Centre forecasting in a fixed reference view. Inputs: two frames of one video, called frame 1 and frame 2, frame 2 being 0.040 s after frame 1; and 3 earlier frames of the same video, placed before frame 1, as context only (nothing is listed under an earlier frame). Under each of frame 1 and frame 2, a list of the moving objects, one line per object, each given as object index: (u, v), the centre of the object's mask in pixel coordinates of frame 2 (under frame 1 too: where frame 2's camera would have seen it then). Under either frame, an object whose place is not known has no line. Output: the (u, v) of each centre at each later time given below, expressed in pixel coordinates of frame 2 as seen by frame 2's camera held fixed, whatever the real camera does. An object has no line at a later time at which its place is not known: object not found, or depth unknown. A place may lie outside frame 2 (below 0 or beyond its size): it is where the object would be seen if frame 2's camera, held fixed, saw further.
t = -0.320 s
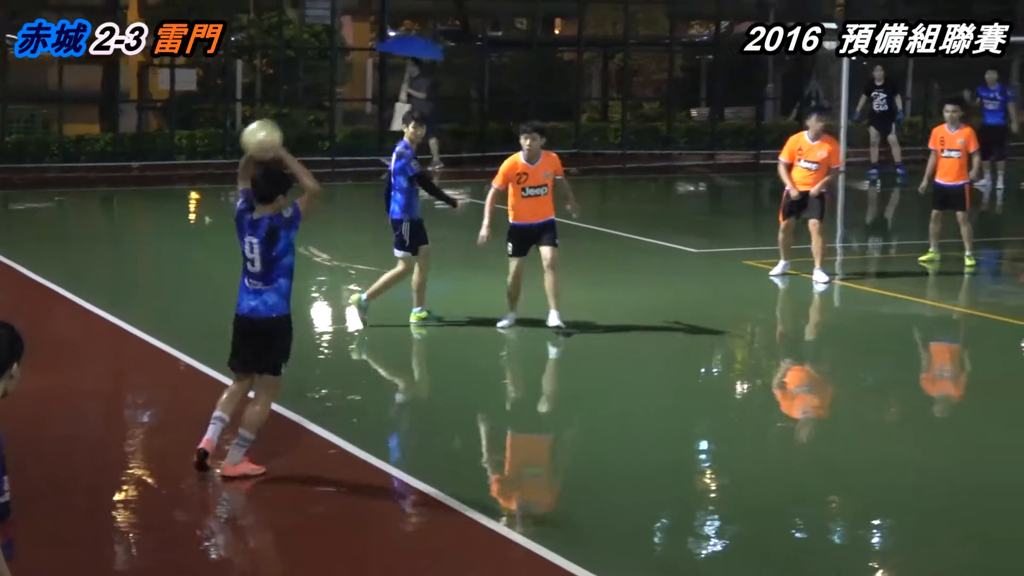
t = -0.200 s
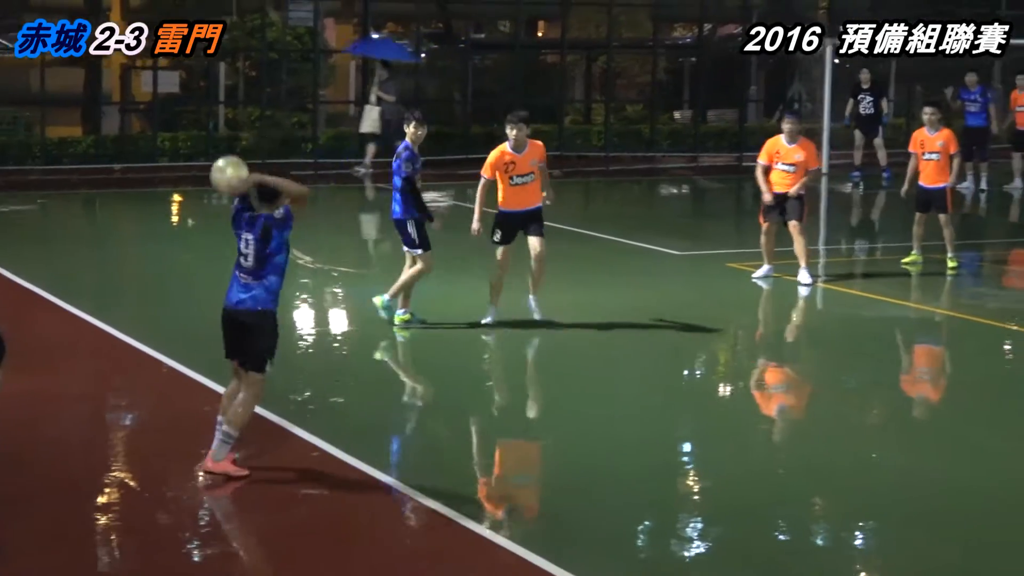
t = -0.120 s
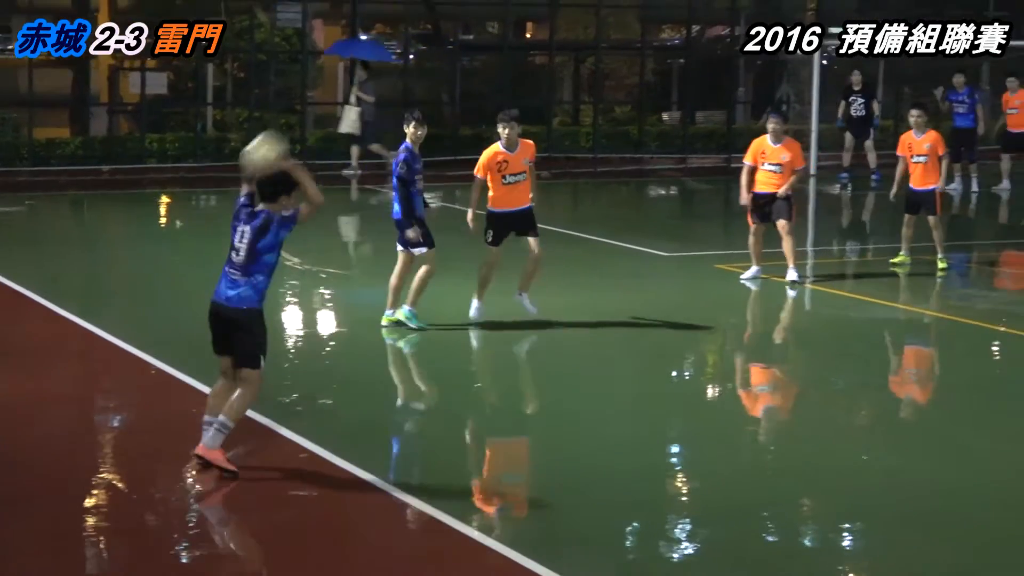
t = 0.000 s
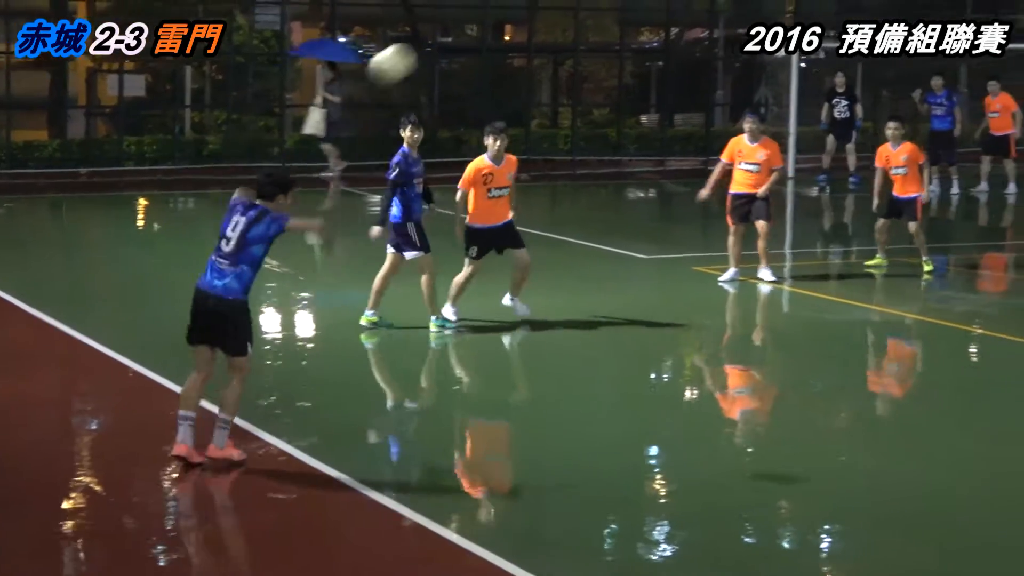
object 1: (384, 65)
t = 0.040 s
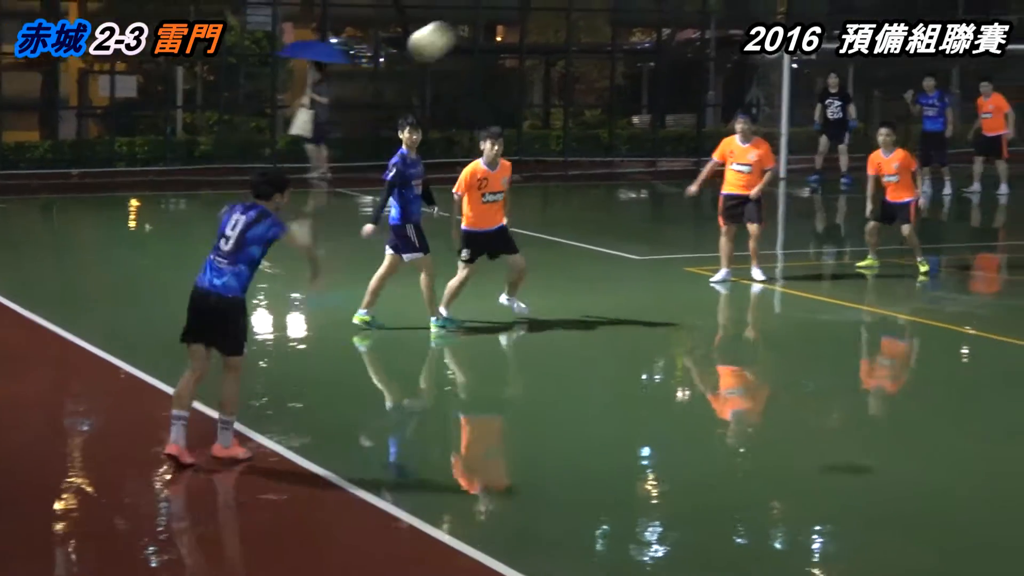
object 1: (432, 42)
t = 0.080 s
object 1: (476, 22)
